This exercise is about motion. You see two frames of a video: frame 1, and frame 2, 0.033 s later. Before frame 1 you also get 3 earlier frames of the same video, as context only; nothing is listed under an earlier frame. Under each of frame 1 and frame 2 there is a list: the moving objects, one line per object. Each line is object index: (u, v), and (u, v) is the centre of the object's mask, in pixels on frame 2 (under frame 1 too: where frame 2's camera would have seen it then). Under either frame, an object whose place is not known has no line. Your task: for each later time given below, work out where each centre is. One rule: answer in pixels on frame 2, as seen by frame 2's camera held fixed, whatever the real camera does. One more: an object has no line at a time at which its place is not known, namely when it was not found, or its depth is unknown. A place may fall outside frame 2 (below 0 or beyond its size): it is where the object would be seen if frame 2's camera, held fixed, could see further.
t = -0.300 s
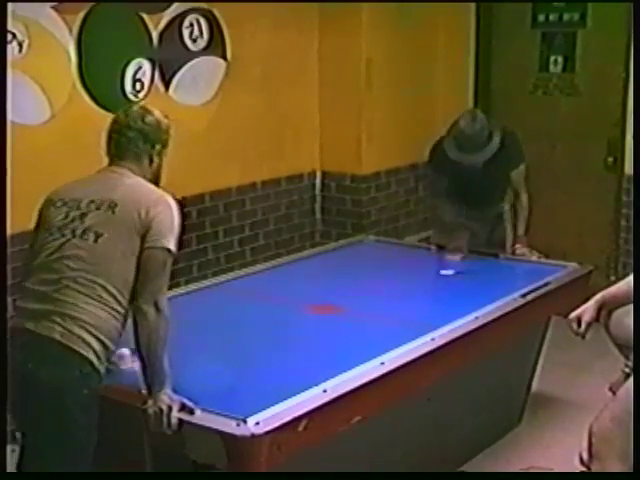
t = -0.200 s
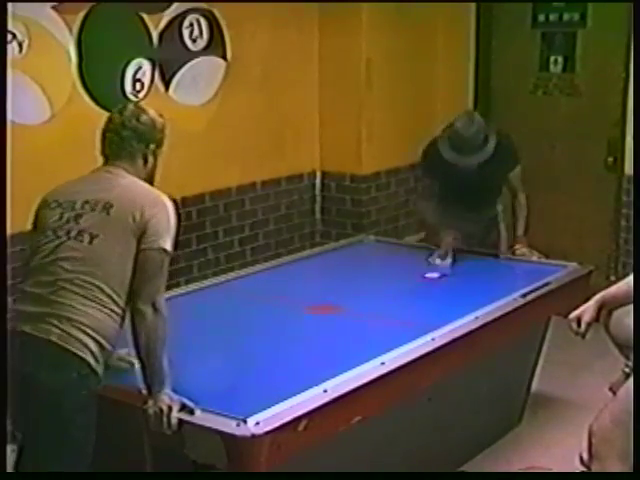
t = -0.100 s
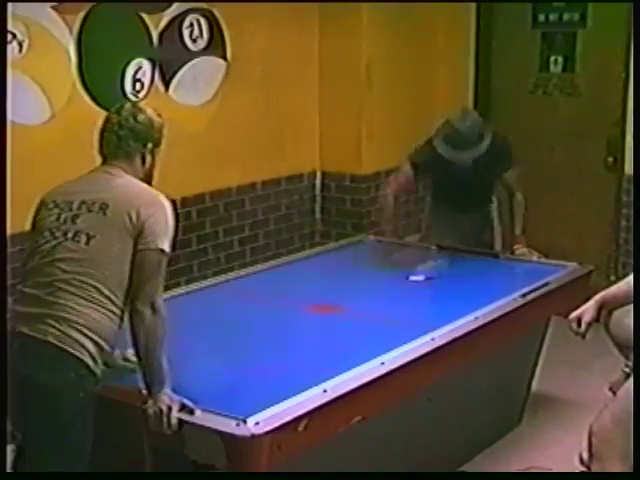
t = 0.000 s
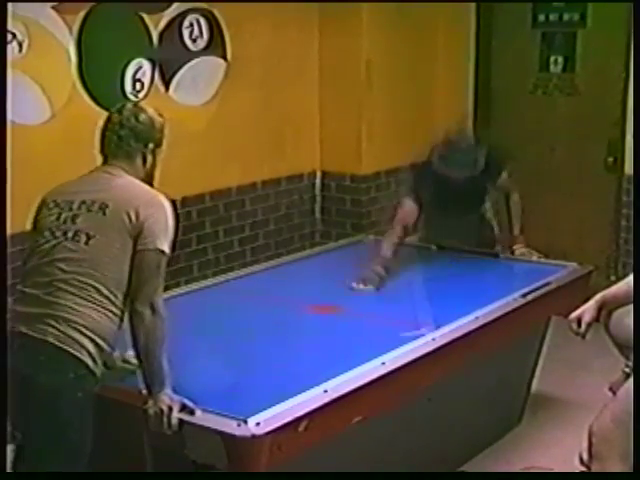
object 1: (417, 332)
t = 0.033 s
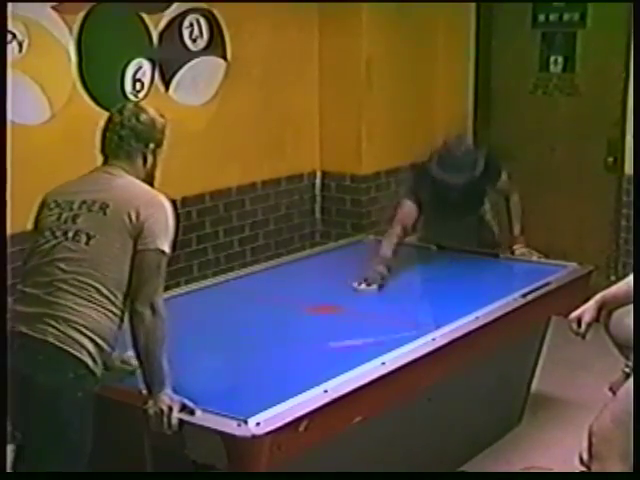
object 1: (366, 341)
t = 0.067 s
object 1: (306, 349)
